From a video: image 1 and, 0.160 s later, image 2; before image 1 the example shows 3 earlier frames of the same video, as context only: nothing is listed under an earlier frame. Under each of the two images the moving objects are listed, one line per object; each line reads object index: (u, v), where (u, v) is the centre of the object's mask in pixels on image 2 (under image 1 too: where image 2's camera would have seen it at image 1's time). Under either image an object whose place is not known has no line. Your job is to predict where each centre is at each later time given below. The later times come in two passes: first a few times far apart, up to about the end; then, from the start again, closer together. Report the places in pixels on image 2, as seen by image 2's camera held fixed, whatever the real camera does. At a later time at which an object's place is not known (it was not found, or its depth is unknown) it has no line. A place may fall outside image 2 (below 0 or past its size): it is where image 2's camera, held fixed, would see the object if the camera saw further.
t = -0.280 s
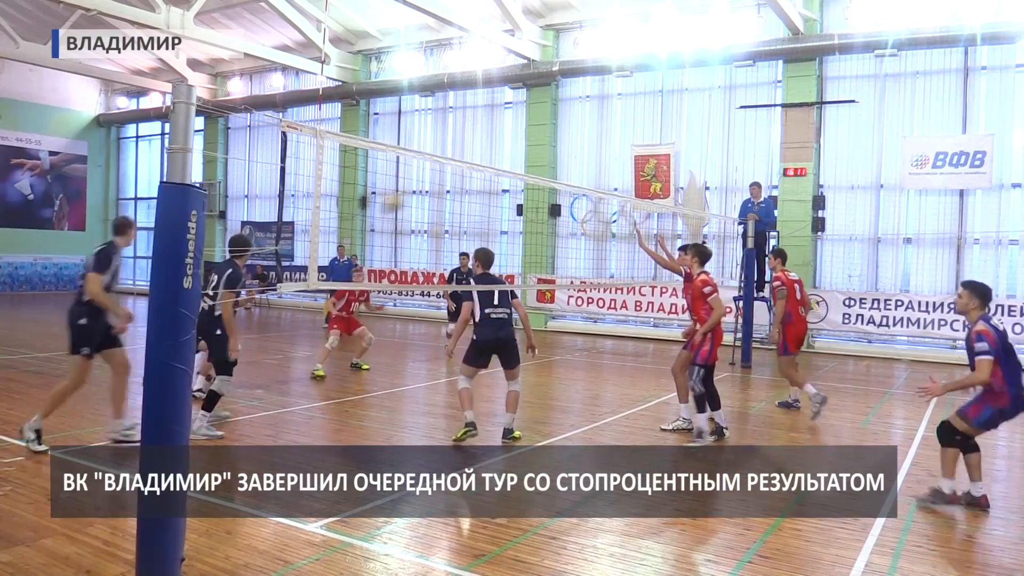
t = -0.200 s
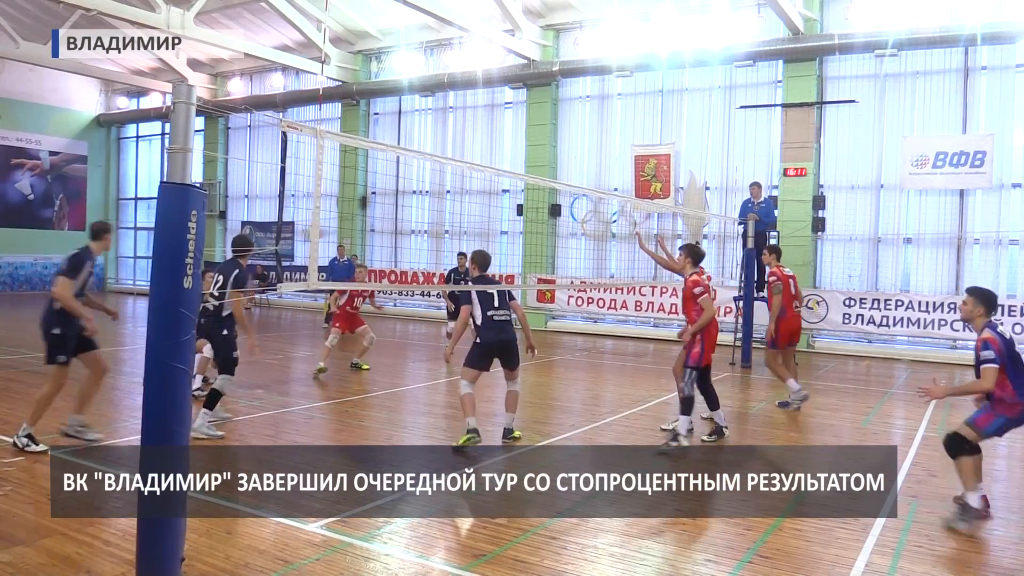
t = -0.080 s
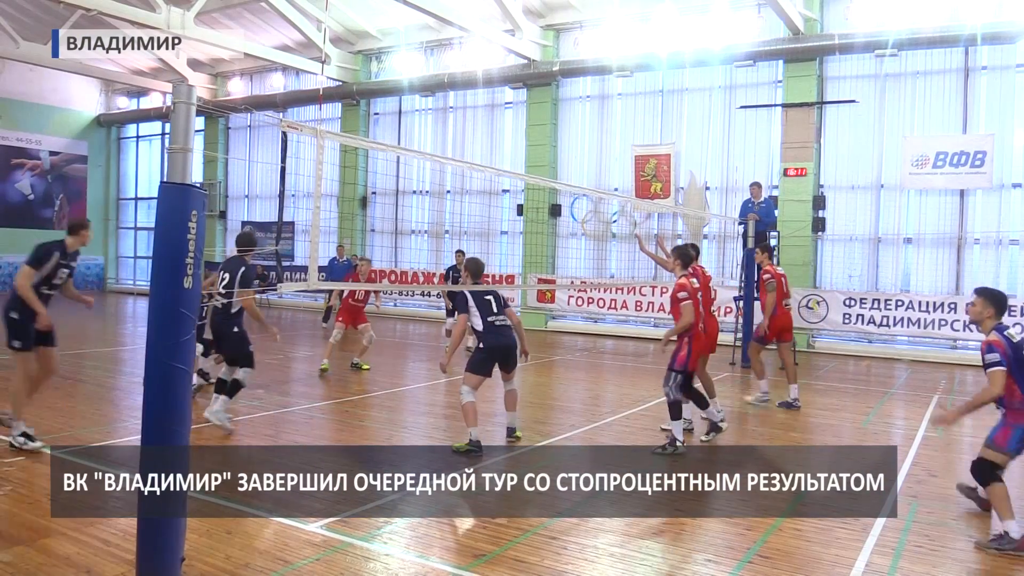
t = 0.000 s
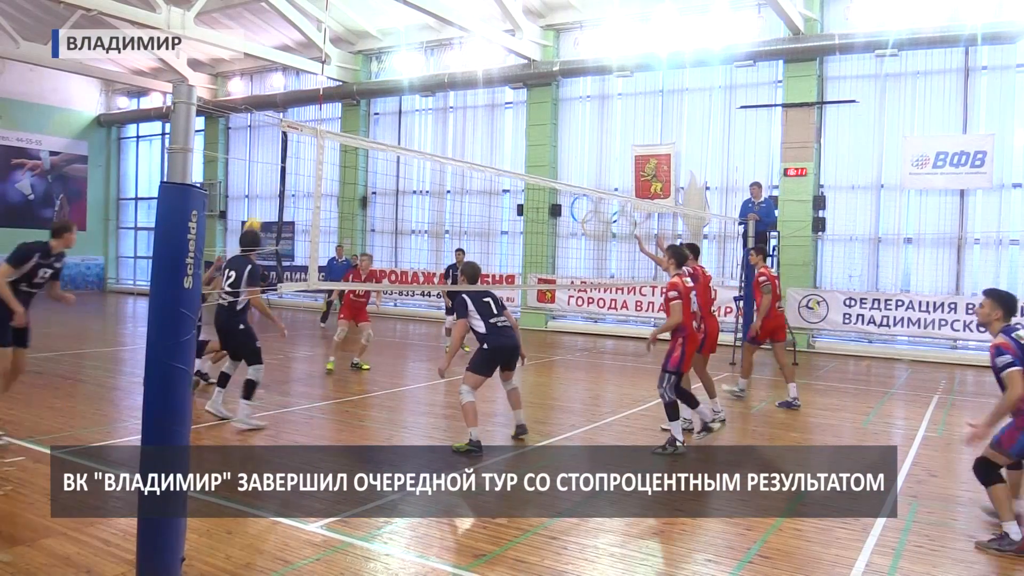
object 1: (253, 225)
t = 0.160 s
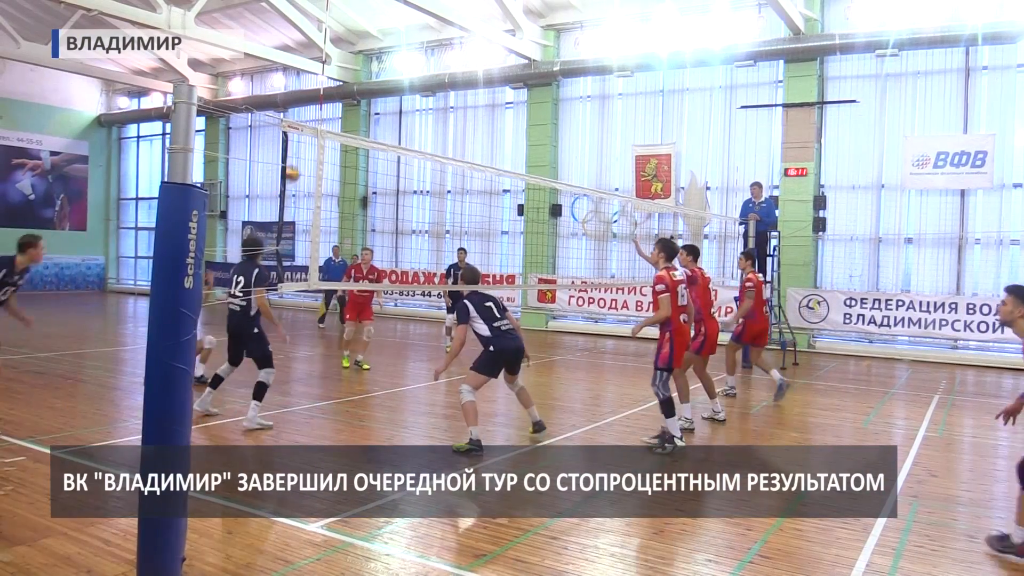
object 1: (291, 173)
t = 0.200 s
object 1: (300, 163)
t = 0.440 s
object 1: (358, 129)
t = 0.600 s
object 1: (394, 135)
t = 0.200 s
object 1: (300, 163)
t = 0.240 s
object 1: (309, 155)
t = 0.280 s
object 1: (314, 147)
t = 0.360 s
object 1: (342, 131)
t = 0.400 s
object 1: (349, 129)
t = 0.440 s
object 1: (358, 129)
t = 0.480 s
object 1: (366, 129)
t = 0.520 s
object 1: (376, 130)
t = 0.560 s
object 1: (384, 130)
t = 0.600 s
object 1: (394, 135)
